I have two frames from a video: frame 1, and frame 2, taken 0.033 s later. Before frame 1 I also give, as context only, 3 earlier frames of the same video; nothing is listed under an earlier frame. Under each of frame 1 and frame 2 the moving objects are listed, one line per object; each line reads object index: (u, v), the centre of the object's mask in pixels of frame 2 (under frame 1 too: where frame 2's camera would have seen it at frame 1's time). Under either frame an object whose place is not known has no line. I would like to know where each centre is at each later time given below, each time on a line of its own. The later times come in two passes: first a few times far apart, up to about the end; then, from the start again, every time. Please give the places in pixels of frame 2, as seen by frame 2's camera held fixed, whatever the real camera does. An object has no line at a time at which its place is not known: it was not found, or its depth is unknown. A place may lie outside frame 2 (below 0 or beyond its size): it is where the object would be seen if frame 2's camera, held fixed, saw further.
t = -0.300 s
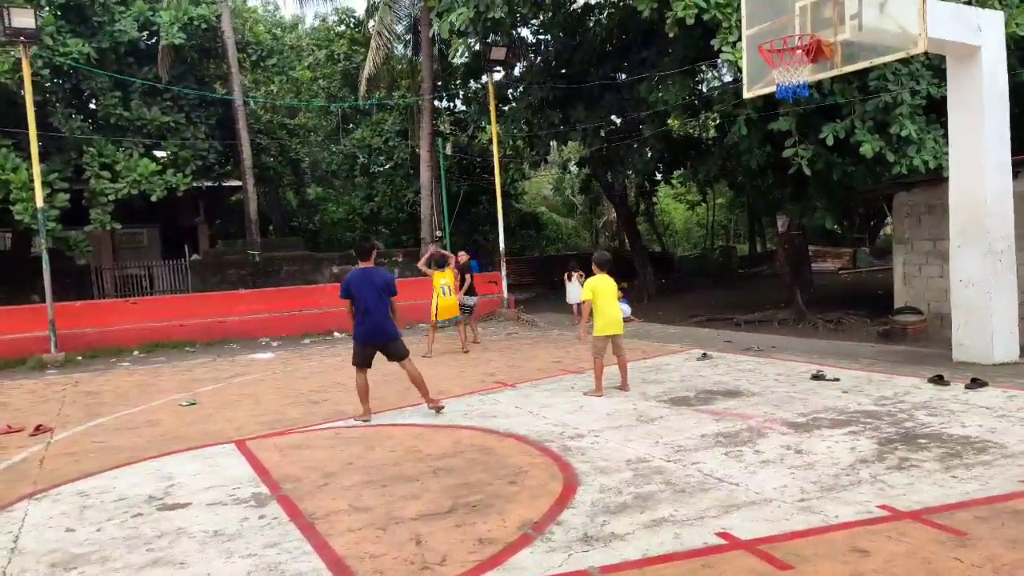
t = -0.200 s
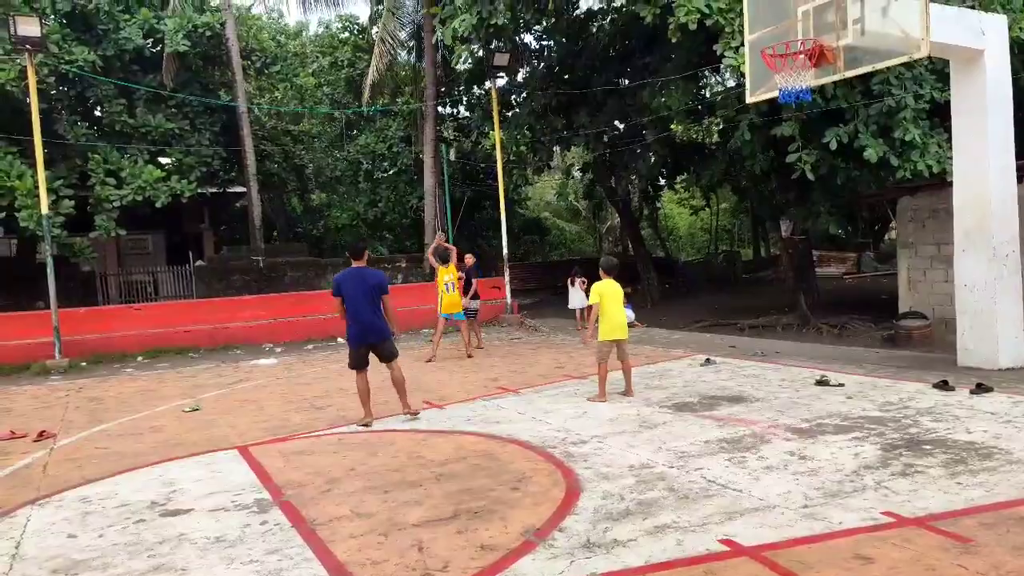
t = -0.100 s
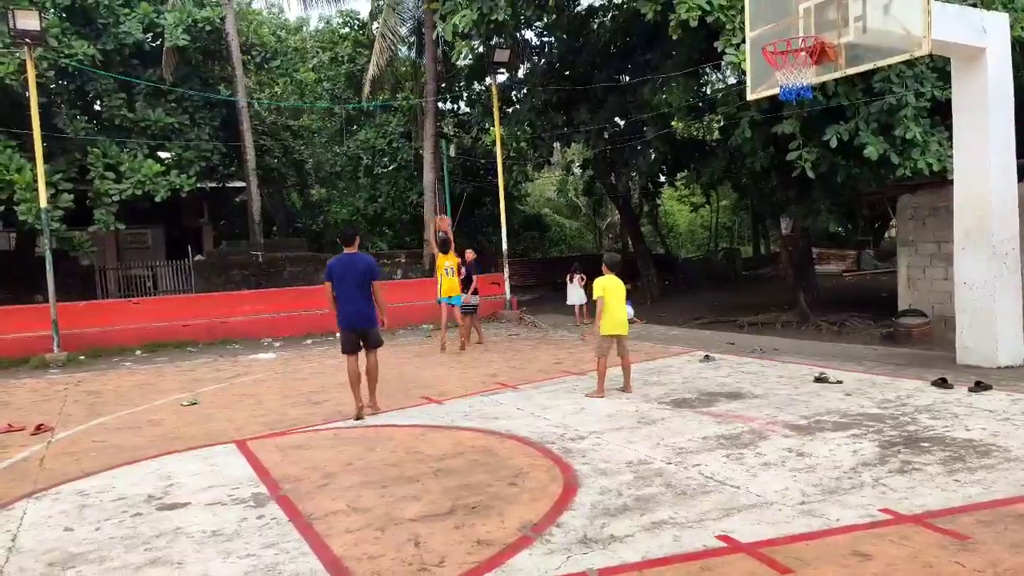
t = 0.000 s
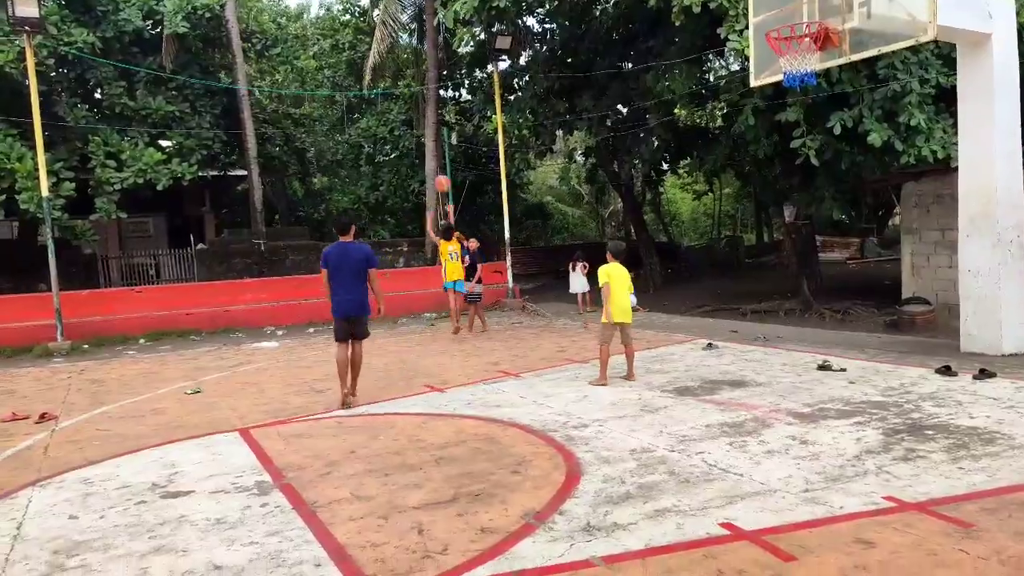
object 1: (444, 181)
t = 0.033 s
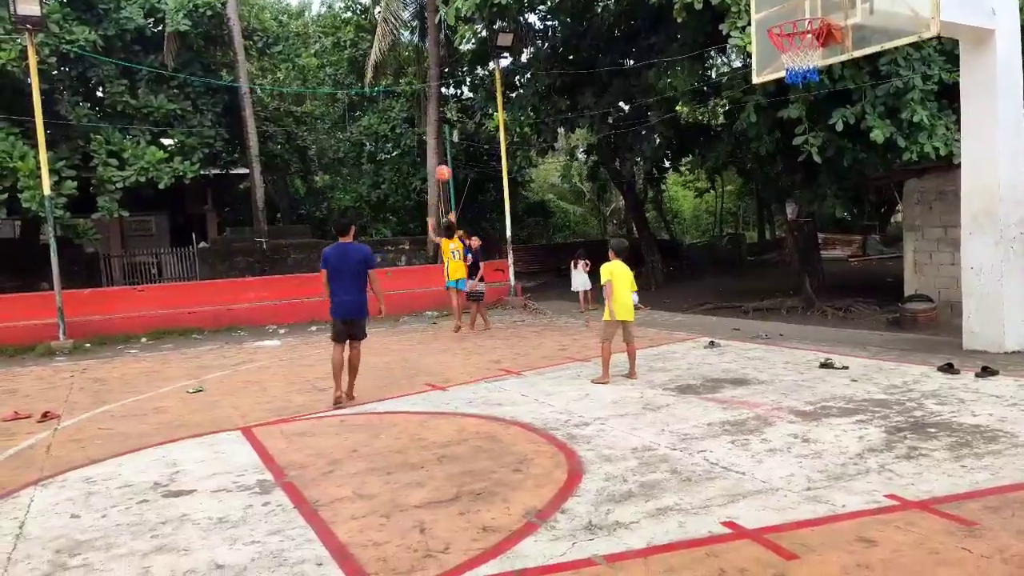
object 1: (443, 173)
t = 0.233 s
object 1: (438, 138)
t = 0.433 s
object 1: (434, 128)
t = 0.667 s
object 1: (430, 154)
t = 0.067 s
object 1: (442, 165)
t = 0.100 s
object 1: (441, 158)
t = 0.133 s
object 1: (441, 153)
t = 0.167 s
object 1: (440, 146)
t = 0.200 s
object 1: (439, 142)
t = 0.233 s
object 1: (438, 138)
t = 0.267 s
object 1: (437, 135)
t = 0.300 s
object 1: (436, 132)
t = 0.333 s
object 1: (436, 129)
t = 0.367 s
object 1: (436, 129)
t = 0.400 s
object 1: (435, 129)
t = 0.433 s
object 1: (434, 128)
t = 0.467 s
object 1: (434, 129)
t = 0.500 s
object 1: (434, 131)
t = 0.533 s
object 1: (433, 133)
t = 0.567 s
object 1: (432, 137)
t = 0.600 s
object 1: (432, 141)
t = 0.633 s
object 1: (430, 147)
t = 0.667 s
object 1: (430, 154)
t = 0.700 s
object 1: (430, 162)
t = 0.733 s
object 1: (430, 171)
